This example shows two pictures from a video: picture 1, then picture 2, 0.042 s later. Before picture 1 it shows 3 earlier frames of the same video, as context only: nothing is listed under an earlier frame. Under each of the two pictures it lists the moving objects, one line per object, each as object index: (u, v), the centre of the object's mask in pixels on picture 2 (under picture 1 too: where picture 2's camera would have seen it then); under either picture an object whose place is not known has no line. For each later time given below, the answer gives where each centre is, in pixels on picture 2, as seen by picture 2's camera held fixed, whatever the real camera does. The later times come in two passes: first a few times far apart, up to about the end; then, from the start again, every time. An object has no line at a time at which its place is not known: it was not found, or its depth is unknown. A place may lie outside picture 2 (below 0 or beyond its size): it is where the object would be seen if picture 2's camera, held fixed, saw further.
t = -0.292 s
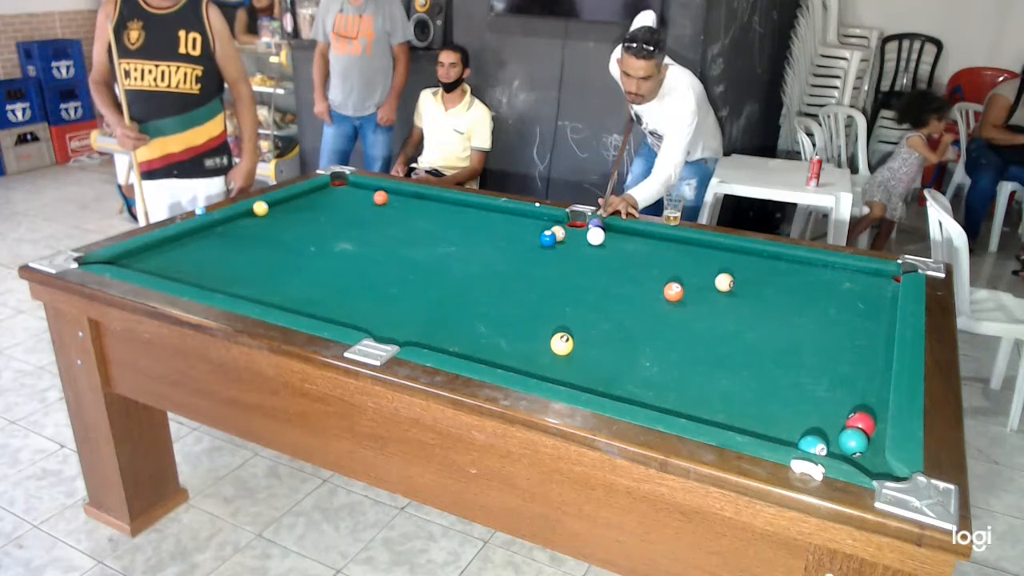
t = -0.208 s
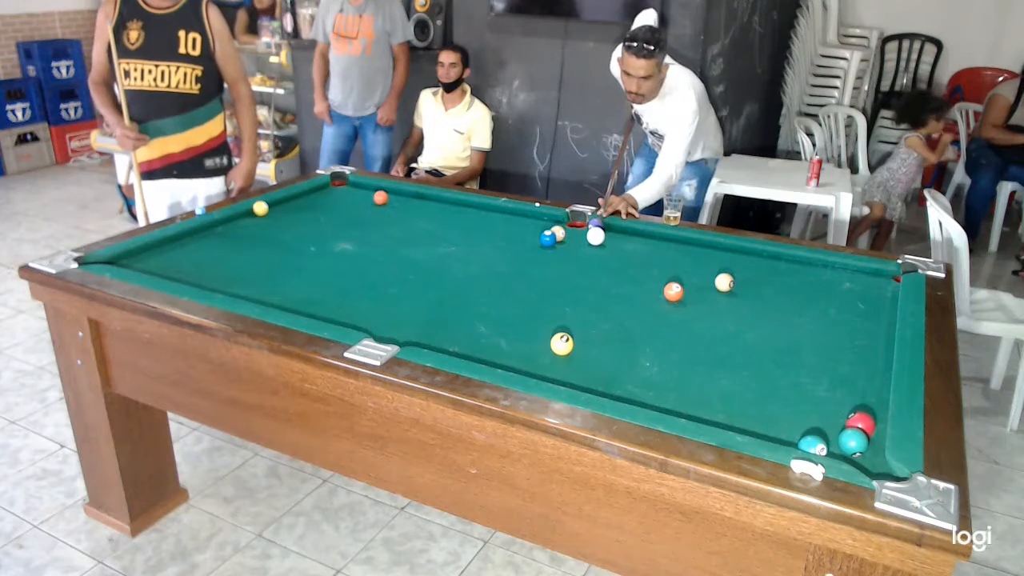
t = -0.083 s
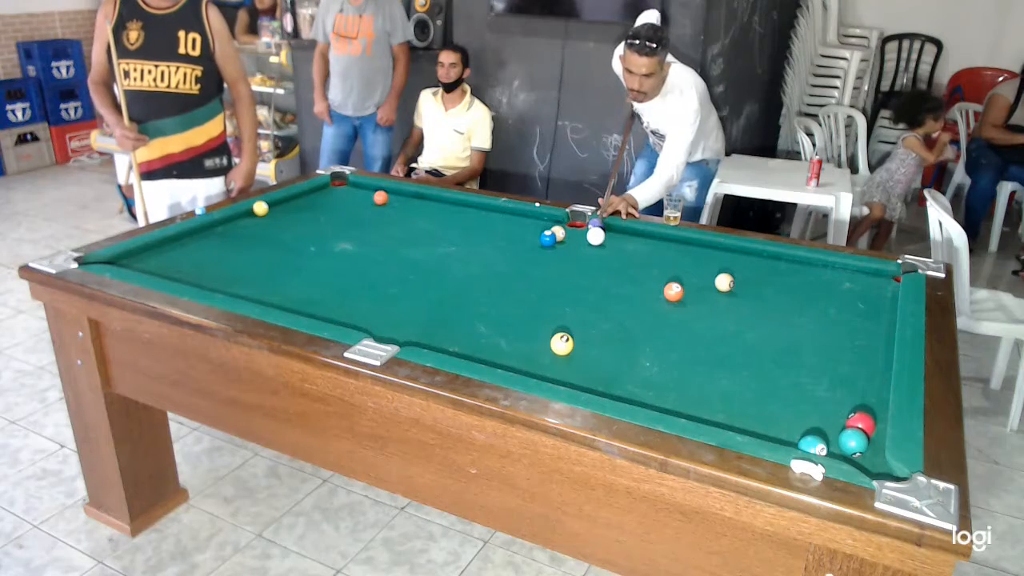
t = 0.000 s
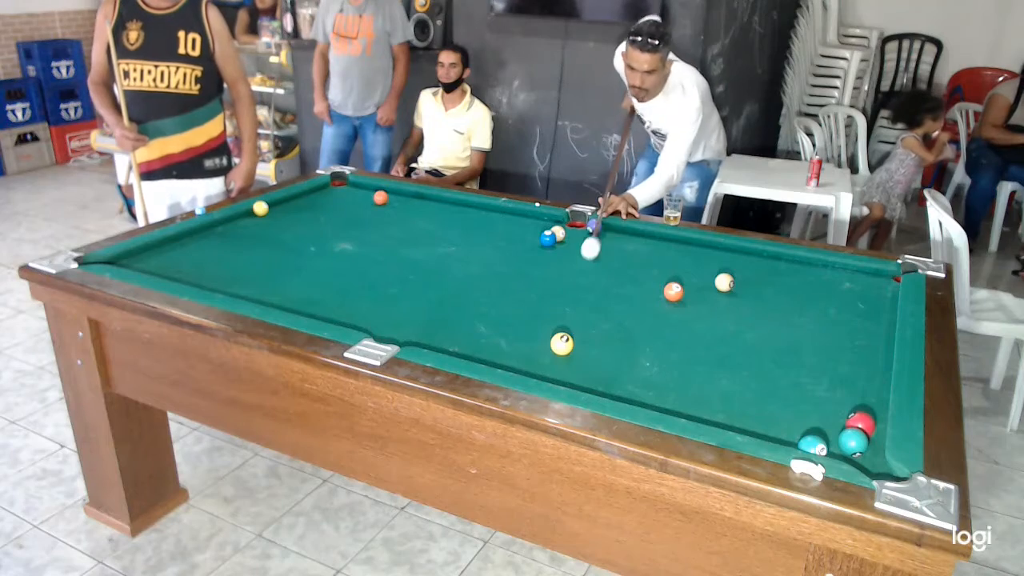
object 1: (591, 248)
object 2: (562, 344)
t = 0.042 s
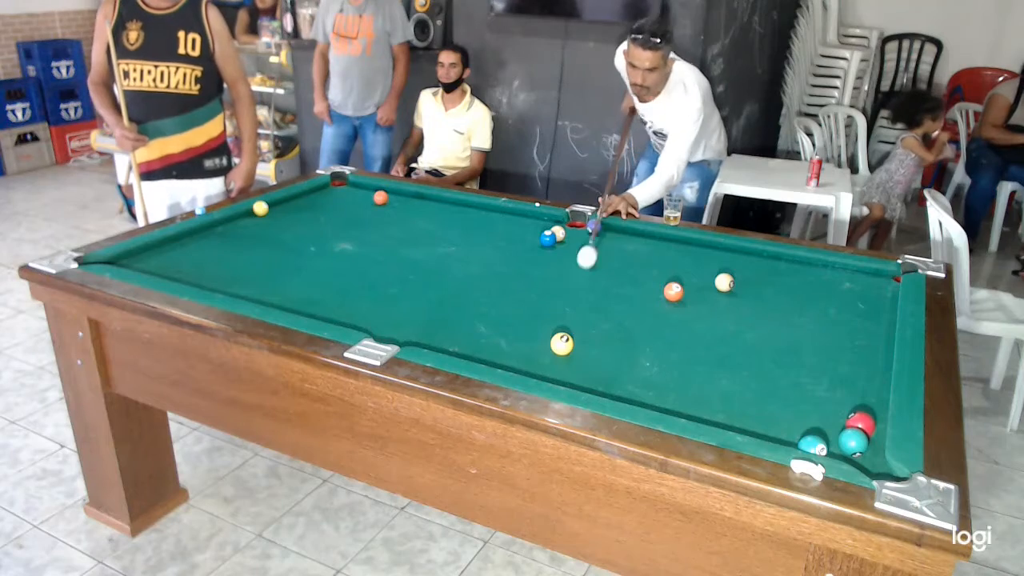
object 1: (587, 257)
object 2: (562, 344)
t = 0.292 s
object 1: (563, 311)
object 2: (562, 344)
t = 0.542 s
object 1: (510, 351)
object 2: (596, 388)
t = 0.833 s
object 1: (495, 337)
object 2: (676, 381)
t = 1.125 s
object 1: (501, 309)
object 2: (748, 369)
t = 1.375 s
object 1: (506, 288)
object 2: (803, 359)
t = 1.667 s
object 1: (510, 268)
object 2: (859, 349)
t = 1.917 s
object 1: (513, 254)
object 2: (871, 336)
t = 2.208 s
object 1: (515, 239)
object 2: (848, 318)
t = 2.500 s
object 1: (518, 227)
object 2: (826, 302)
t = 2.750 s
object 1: (520, 218)
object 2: (810, 290)
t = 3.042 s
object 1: (517, 212)
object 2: (793, 278)
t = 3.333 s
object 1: (501, 215)
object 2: (779, 268)
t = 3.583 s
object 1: (488, 217)
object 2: (769, 261)
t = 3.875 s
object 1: (476, 220)
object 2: (758, 254)
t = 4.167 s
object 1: (465, 222)
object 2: (748, 251)
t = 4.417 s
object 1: (458, 223)
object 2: (741, 252)
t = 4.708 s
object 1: (451, 224)
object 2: (734, 252)
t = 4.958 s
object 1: (448, 224)
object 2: (729, 252)
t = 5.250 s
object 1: (447, 224)
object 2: (726, 252)
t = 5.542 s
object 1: (447, 224)
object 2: (726, 252)
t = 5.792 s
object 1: (447, 224)
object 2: (726, 252)
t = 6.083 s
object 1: (447, 224)
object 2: (726, 252)
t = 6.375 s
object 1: (447, 224)
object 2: (726, 252)
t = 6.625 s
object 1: (447, 224)
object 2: (726, 252)
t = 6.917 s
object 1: (447, 224)
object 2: (726, 252)
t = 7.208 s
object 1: (447, 224)
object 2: (726, 252)
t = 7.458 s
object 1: (447, 224)
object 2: (726, 252)
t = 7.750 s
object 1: (448, 224)
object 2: (726, 252)
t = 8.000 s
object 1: (448, 224)
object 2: (726, 252)
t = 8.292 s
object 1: (447, 224)
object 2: (726, 252)
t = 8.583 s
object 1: (448, 224)
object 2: (726, 252)
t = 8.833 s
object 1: (447, 224)
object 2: (726, 252)
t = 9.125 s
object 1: (447, 224)
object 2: (726, 252)
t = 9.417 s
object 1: (448, 224)
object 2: (726, 252)
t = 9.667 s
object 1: (448, 224)
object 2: (726, 252)
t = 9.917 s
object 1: (447, 224)
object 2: (726, 252)
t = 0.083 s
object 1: (583, 265)
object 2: (562, 344)
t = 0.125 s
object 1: (580, 274)
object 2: (562, 344)
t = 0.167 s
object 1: (576, 282)
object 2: (562, 344)
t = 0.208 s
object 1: (572, 291)
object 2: (562, 344)
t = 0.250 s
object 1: (568, 301)
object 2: (562, 344)
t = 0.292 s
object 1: (563, 311)
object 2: (562, 344)
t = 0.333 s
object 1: (558, 320)
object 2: (562, 344)
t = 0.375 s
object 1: (551, 331)
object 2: (565, 347)
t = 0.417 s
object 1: (541, 336)
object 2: (571, 357)
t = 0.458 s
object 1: (531, 340)
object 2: (579, 369)
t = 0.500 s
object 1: (520, 345)
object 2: (588, 379)
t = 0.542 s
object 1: (510, 351)
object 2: (596, 388)
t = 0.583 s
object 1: (499, 355)
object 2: (608, 390)
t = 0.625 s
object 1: (490, 358)
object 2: (619, 389)
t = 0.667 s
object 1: (490, 355)
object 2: (631, 388)
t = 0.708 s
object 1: (491, 351)
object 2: (642, 386)
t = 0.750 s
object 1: (493, 346)
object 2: (654, 384)
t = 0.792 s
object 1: (494, 342)
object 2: (665, 382)
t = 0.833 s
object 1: (495, 337)
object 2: (676, 381)
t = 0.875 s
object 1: (496, 332)
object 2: (687, 379)
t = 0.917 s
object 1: (497, 328)
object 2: (697, 377)
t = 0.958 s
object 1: (498, 324)
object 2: (708, 375)
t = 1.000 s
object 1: (499, 320)
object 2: (718, 374)
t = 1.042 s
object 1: (500, 316)
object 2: (728, 372)
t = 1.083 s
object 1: (500, 312)
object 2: (738, 371)
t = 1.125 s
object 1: (501, 309)
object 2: (748, 369)
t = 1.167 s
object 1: (502, 305)
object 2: (757, 367)
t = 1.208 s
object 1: (503, 301)
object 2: (767, 366)
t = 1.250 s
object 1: (504, 298)
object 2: (776, 364)
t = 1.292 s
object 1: (505, 294)
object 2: (785, 363)
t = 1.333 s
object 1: (505, 291)
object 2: (794, 361)
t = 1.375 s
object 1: (506, 288)
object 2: (803, 359)
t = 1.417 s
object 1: (507, 285)
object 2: (811, 358)
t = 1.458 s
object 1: (507, 282)
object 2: (820, 356)
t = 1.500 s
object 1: (508, 279)
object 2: (828, 355)
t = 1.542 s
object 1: (508, 276)
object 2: (836, 354)
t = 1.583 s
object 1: (509, 274)
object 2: (844, 352)
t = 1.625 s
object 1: (510, 271)
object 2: (852, 351)
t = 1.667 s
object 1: (510, 268)
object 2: (859, 349)
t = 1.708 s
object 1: (511, 266)
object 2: (867, 348)
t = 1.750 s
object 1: (511, 263)
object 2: (874, 346)
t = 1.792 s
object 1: (511, 261)
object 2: (881, 345)
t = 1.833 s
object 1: (512, 258)
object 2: (879, 342)
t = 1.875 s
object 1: (512, 256)
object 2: (876, 339)
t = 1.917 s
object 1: (513, 254)
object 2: (871, 336)
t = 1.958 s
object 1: (513, 251)
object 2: (868, 333)
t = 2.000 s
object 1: (514, 249)
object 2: (864, 331)
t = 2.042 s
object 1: (514, 247)
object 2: (861, 328)
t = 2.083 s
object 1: (514, 245)
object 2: (857, 325)
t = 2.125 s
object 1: (515, 243)
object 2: (854, 322)
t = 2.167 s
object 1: (515, 241)
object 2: (851, 320)
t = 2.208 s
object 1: (515, 239)
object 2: (848, 318)
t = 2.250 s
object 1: (516, 237)
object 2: (844, 315)
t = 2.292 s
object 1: (516, 235)
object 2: (841, 313)
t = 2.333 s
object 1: (517, 234)
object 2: (838, 311)
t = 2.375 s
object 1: (517, 232)
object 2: (835, 308)
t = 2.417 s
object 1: (517, 230)
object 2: (832, 306)
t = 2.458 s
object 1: (518, 229)
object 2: (829, 304)
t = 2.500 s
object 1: (518, 227)
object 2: (826, 302)
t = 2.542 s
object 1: (518, 225)
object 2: (823, 300)
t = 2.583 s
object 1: (519, 224)
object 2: (821, 298)
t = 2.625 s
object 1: (519, 222)
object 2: (818, 296)
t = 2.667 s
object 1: (520, 220)
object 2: (815, 294)
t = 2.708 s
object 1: (520, 219)
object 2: (812, 292)
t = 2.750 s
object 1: (520, 218)
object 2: (810, 290)
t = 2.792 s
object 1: (520, 216)
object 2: (808, 288)
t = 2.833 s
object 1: (521, 215)
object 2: (805, 287)
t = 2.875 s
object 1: (521, 213)
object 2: (802, 285)
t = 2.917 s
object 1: (521, 212)
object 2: (800, 283)
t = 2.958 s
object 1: (521, 211)
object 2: (798, 281)
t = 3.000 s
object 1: (519, 211)
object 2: (795, 280)
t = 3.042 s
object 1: (517, 212)
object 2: (793, 278)
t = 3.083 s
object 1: (514, 212)
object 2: (791, 277)
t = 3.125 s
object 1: (512, 213)
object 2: (789, 276)
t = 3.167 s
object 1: (509, 213)
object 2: (787, 274)
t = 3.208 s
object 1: (507, 214)
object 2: (785, 273)
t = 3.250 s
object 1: (505, 214)
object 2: (783, 271)
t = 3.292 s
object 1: (503, 215)
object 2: (780, 270)
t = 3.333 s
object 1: (501, 215)
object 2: (779, 268)
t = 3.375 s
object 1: (498, 215)
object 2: (777, 267)
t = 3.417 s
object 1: (496, 216)
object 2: (775, 266)
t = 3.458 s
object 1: (494, 216)
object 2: (774, 265)
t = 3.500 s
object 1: (492, 217)
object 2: (772, 263)
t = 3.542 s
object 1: (490, 217)
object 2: (770, 262)
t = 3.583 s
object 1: (488, 217)
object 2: (769, 261)
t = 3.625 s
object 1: (486, 218)
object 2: (767, 260)
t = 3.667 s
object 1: (485, 218)
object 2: (766, 259)
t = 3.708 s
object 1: (483, 218)
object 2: (764, 258)
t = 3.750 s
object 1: (481, 219)
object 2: (763, 257)
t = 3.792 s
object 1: (479, 219)
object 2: (761, 256)
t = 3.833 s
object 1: (477, 219)
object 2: (760, 254)
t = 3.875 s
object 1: (476, 220)
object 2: (758, 254)
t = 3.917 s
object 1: (474, 220)
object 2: (757, 253)
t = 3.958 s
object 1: (472, 220)
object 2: (755, 252)
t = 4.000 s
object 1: (471, 221)
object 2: (754, 251)
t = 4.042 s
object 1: (469, 221)
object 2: (753, 251)
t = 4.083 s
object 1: (468, 221)
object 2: (751, 251)
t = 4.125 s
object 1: (466, 221)
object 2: (750, 251)
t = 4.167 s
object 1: (465, 222)
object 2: (748, 251)
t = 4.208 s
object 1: (464, 222)
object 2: (747, 251)
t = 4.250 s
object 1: (462, 222)
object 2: (745, 251)
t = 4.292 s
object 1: (461, 222)
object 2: (744, 252)
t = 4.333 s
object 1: (460, 222)
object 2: (743, 252)
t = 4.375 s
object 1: (459, 222)
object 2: (742, 252)
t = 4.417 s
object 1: (458, 223)
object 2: (741, 252)
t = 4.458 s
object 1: (457, 223)
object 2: (740, 252)
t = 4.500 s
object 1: (456, 223)
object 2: (739, 252)
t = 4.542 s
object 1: (455, 223)
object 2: (737, 252)
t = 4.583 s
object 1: (454, 223)
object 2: (737, 252)
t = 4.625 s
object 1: (453, 223)
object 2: (735, 252)
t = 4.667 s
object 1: (452, 224)
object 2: (734, 252)
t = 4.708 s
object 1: (451, 224)
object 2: (734, 252)
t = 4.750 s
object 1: (451, 224)
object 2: (733, 252)
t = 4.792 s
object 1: (450, 224)
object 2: (732, 252)
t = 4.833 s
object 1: (450, 224)
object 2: (731, 252)
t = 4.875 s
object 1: (449, 224)
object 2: (730, 252)
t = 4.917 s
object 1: (449, 224)
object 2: (730, 252)
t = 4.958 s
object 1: (448, 224)
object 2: (729, 252)
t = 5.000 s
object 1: (448, 224)
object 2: (729, 252)
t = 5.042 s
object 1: (448, 224)
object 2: (728, 252)
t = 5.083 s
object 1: (447, 224)
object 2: (727, 252)
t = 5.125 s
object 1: (447, 224)
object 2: (727, 252)
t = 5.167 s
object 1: (447, 224)
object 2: (727, 252)
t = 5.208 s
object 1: (447, 224)
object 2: (727, 252)
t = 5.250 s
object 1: (447, 224)
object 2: (726, 252)
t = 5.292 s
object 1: (447, 224)
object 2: (726, 252)
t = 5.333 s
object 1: (447, 224)
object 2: (726, 252)
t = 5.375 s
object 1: (447, 224)
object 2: (726, 252)
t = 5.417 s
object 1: (447, 224)
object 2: (726, 252)
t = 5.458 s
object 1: (447, 224)
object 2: (726, 252)
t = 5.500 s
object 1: (447, 224)
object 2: (726, 252)
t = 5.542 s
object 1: (447, 224)
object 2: (726, 252)
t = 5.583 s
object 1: (447, 224)
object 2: (726, 252)
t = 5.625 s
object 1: (447, 224)
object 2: (726, 252)
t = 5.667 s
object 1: (447, 224)
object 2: (726, 252)
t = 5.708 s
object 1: (447, 224)
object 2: (726, 252)
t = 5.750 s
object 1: (447, 224)
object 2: (726, 252)
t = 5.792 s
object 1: (447, 224)
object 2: (726, 252)
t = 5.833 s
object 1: (447, 224)
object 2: (726, 252)
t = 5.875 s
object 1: (447, 224)
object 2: (726, 252)
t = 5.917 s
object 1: (447, 224)
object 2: (726, 252)
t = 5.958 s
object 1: (447, 224)
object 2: (726, 252)
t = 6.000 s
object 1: (447, 224)
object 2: (726, 252)
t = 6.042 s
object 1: (447, 224)
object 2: (726, 252)
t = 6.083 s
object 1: (447, 224)
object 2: (726, 252)
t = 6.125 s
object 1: (447, 224)
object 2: (726, 252)
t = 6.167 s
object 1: (447, 224)
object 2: (726, 252)
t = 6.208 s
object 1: (447, 224)
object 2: (726, 252)
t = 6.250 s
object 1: (447, 224)
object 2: (726, 252)
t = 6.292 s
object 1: (447, 224)
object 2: (726, 252)
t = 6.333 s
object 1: (447, 224)
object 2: (726, 252)
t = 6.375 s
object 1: (447, 224)
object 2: (726, 252)
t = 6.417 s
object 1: (447, 224)
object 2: (726, 252)
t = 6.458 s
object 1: (447, 224)
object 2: (726, 252)
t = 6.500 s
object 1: (447, 224)
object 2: (726, 252)
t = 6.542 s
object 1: (447, 224)
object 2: (726, 252)
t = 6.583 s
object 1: (447, 224)
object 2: (726, 252)
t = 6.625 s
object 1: (447, 224)
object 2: (726, 252)
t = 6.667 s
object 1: (447, 224)
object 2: (726, 252)
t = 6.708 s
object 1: (447, 224)
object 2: (726, 252)
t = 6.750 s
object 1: (447, 224)
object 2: (726, 252)
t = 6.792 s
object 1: (447, 224)
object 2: (726, 252)
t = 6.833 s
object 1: (447, 224)
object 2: (726, 252)
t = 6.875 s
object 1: (447, 224)
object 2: (726, 252)
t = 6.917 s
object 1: (447, 224)
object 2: (726, 252)
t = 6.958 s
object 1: (447, 224)
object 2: (726, 252)
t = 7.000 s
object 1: (447, 224)
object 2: (726, 252)
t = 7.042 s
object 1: (447, 224)
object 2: (726, 252)
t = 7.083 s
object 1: (447, 224)
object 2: (726, 252)
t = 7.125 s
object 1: (447, 224)
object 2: (726, 252)
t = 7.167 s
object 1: (447, 224)
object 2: (726, 252)
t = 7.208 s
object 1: (447, 224)
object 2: (726, 252)
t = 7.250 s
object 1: (447, 224)
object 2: (726, 252)
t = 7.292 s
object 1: (447, 224)
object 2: (726, 252)
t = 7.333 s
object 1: (447, 224)
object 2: (726, 252)
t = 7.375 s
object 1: (447, 224)
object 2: (726, 252)
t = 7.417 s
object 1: (447, 224)
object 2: (726, 252)
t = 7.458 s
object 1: (447, 224)
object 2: (726, 252)
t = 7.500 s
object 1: (447, 224)
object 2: (726, 252)
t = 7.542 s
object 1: (448, 224)
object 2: (726, 252)
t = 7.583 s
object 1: (447, 224)
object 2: (726, 252)
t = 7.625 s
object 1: (447, 224)
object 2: (726, 252)
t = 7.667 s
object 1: (448, 224)
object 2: (726, 252)
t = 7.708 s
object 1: (447, 224)
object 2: (726, 252)
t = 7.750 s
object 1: (448, 224)
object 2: (726, 252)
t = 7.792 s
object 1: (448, 224)
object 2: (726, 252)
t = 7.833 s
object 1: (448, 224)
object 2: (726, 252)
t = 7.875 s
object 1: (448, 224)
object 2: (726, 252)
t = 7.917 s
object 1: (448, 224)
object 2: (726, 252)
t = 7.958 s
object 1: (448, 224)
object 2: (726, 252)
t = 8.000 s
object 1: (448, 224)
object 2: (726, 252)
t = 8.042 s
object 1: (448, 224)
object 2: (726, 252)
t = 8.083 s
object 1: (448, 224)
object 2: (726, 252)
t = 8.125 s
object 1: (448, 224)
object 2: (726, 252)
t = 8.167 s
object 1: (448, 224)
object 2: (726, 252)
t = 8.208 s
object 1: (448, 224)
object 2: (726, 252)
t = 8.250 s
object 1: (448, 224)
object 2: (726, 252)
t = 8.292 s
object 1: (447, 224)
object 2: (726, 252)
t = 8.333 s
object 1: (448, 224)
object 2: (726, 252)
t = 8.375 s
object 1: (448, 224)
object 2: (726, 252)
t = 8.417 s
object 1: (448, 224)
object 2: (726, 252)
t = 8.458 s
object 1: (448, 224)
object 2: (726, 252)
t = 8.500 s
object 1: (448, 224)
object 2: (726, 252)
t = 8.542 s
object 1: (448, 224)
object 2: (726, 252)
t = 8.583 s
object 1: (448, 224)
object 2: (726, 252)
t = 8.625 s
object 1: (447, 224)
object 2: (726, 252)
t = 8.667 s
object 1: (447, 224)
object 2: (726, 252)
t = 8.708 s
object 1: (447, 224)
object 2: (726, 252)
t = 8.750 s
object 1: (447, 224)
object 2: (726, 252)
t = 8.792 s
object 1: (447, 224)
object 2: (726, 252)
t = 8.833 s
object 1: (447, 224)
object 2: (726, 252)
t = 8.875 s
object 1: (447, 224)
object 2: (726, 252)
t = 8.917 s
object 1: (447, 224)
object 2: (726, 252)
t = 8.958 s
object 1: (447, 224)
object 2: (726, 252)
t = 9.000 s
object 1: (447, 224)
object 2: (726, 252)
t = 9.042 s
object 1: (447, 224)
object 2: (726, 252)
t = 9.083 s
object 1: (447, 224)
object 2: (726, 252)
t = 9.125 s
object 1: (447, 224)
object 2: (726, 252)
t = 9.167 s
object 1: (448, 224)
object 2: (726, 252)
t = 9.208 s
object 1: (448, 224)
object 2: (726, 252)
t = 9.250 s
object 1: (448, 224)
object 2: (726, 252)
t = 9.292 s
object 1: (448, 224)
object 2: (726, 252)
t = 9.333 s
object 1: (448, 224)
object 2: (726, 252)
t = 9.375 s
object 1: (448, 224)
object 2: (726, 252)
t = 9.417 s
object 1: (448, 224)
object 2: (726, 252)
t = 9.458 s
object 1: (448, 224)
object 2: (726, 252)
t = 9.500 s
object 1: (448, 224)
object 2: (726, 252)
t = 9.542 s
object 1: (448, 224)
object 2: (726, 252)
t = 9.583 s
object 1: (448, 224)
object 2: (726, 252)
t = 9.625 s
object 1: (448, 224)
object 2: (726, 251)
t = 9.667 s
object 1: (448, 224)
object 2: (726, 252)
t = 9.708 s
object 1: (447, 224)
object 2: (726, 252)
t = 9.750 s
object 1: (448, 224)
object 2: (726, 252)
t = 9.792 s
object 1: (448, 224)
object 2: (726, 252)
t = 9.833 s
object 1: (448, 224)
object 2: (726, 252)
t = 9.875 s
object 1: (448, 224)
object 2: (726, 252)
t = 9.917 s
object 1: (447, 224)
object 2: (726, 252)
